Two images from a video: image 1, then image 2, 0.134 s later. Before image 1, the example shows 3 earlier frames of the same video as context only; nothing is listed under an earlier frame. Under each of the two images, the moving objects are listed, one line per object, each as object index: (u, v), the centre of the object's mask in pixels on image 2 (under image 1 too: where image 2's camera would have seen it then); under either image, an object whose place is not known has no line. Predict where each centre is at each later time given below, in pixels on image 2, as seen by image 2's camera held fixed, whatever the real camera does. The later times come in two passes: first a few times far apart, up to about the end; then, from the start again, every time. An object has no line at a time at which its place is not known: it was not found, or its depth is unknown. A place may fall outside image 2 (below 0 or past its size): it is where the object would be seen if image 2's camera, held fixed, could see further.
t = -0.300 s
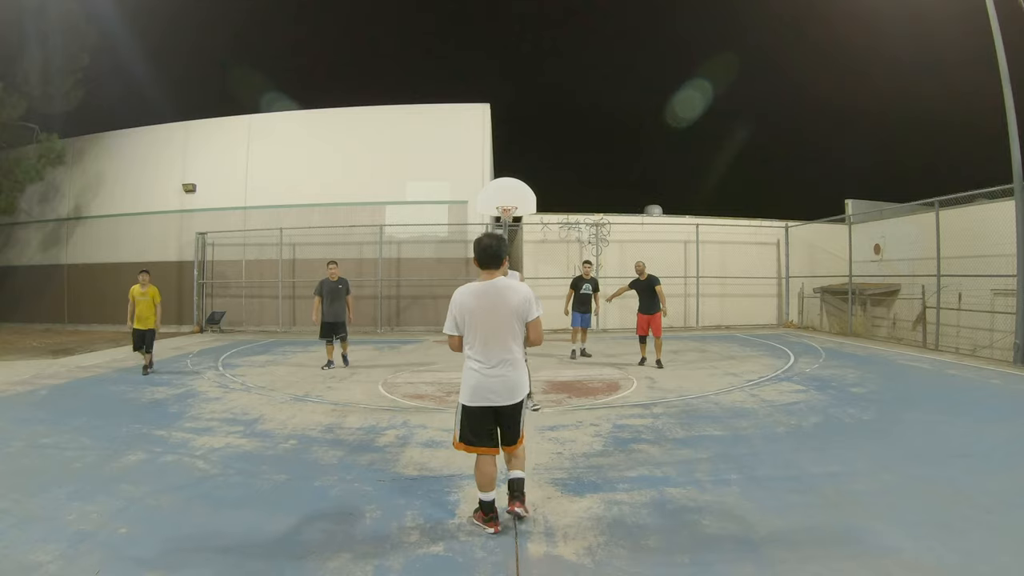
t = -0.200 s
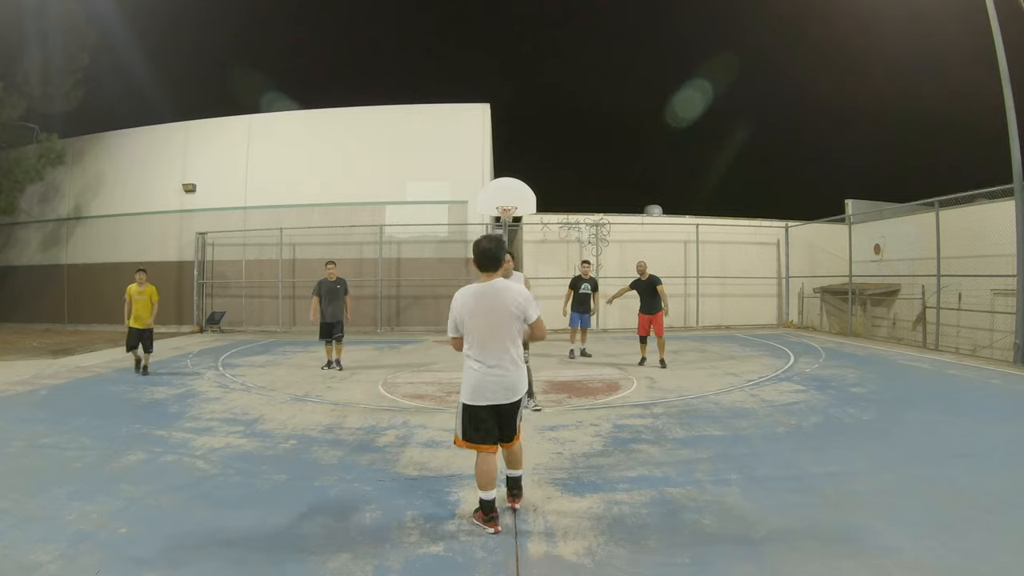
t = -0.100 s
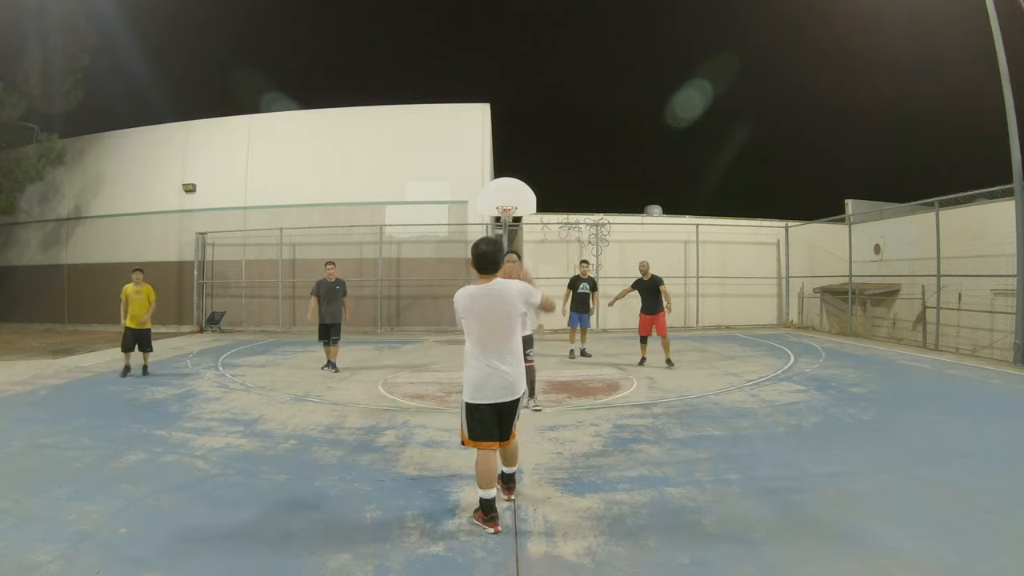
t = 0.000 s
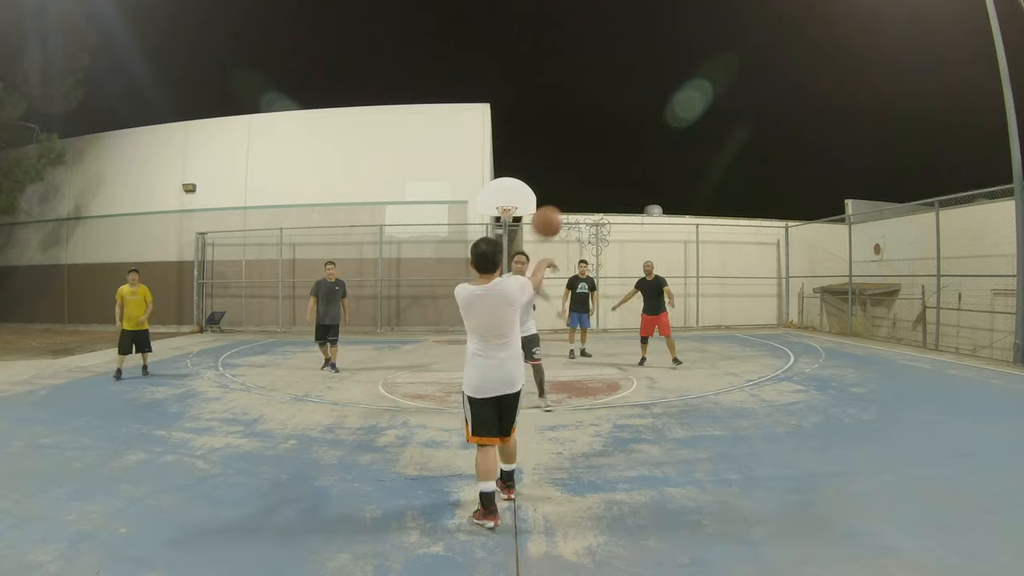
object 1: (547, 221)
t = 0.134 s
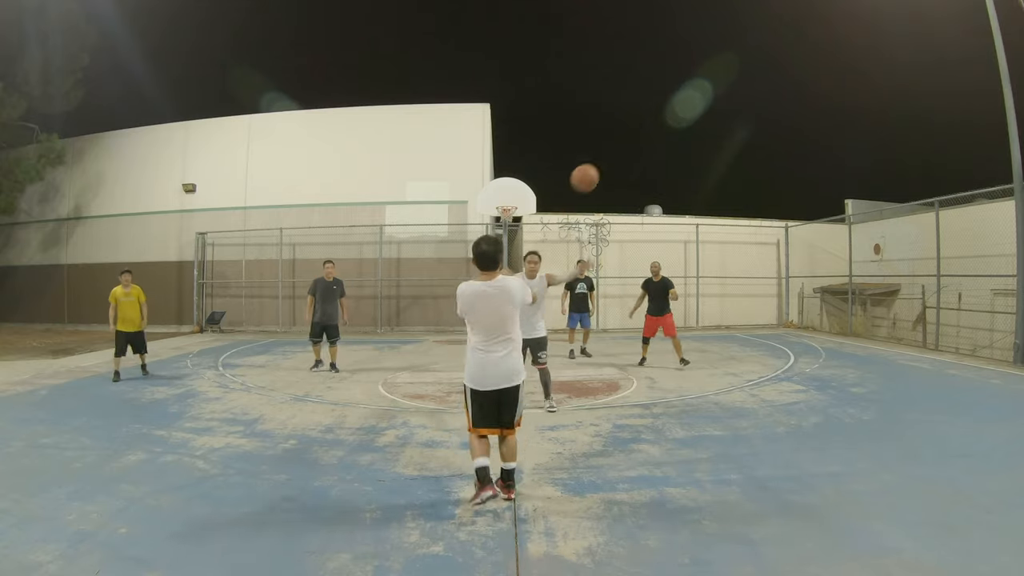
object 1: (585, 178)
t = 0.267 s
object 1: (613, 161)
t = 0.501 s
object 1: (648, 172)
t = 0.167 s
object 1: (592, 172)
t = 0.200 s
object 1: (599, 167)
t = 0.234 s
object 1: (606, 164)
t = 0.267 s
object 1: (613, 161)
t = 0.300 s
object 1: (619, 160)
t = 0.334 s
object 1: (624, 160)
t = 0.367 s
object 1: (629, 161)
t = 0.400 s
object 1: (634, 162)
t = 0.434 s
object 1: (639, 165)
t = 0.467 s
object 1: (644, 168)
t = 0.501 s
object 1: (648, 172)
